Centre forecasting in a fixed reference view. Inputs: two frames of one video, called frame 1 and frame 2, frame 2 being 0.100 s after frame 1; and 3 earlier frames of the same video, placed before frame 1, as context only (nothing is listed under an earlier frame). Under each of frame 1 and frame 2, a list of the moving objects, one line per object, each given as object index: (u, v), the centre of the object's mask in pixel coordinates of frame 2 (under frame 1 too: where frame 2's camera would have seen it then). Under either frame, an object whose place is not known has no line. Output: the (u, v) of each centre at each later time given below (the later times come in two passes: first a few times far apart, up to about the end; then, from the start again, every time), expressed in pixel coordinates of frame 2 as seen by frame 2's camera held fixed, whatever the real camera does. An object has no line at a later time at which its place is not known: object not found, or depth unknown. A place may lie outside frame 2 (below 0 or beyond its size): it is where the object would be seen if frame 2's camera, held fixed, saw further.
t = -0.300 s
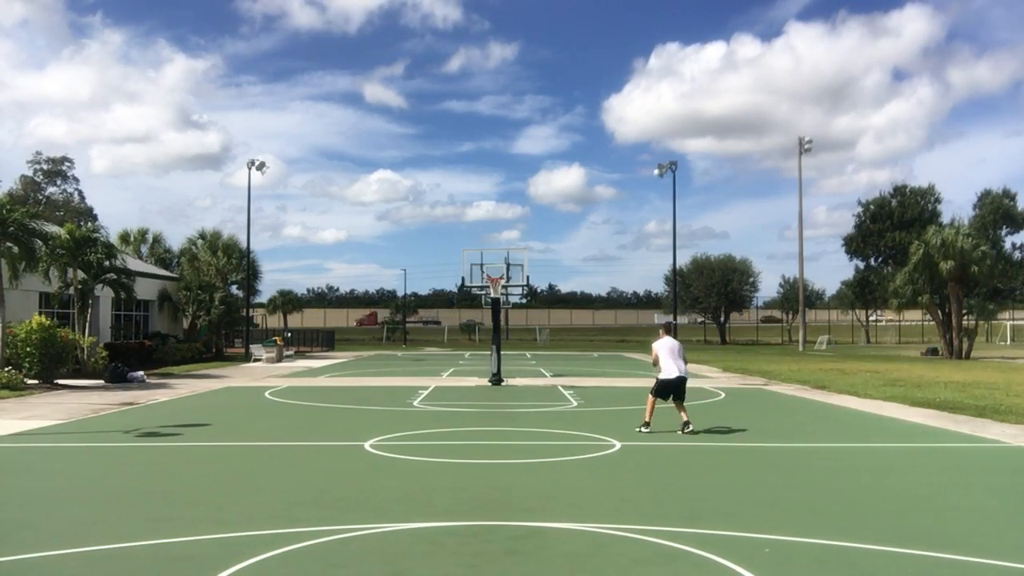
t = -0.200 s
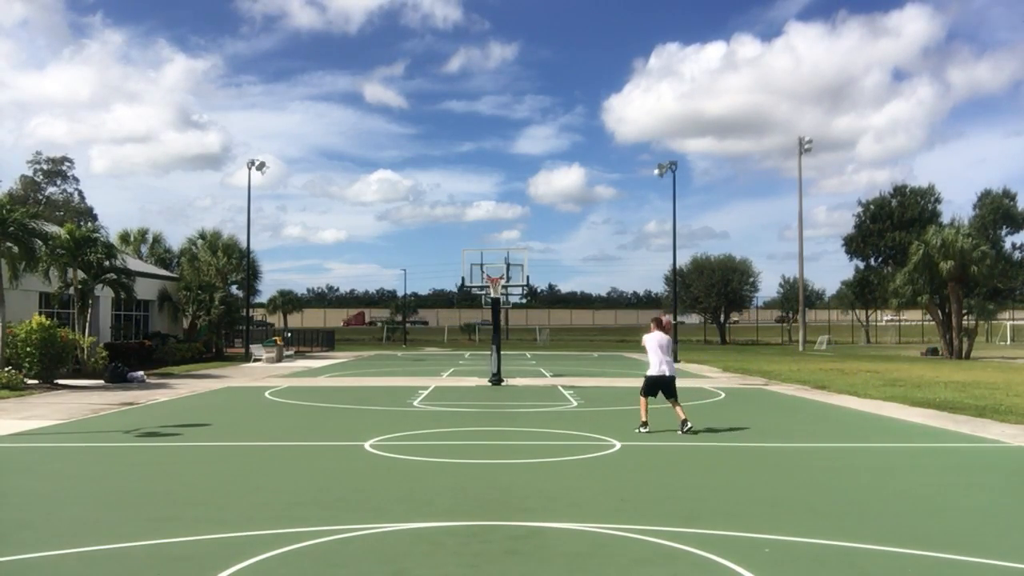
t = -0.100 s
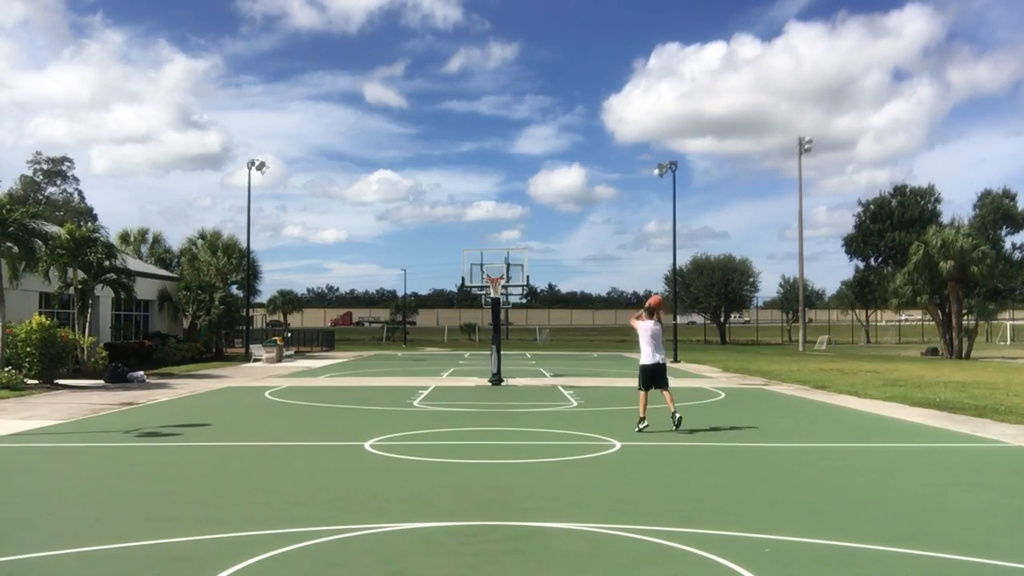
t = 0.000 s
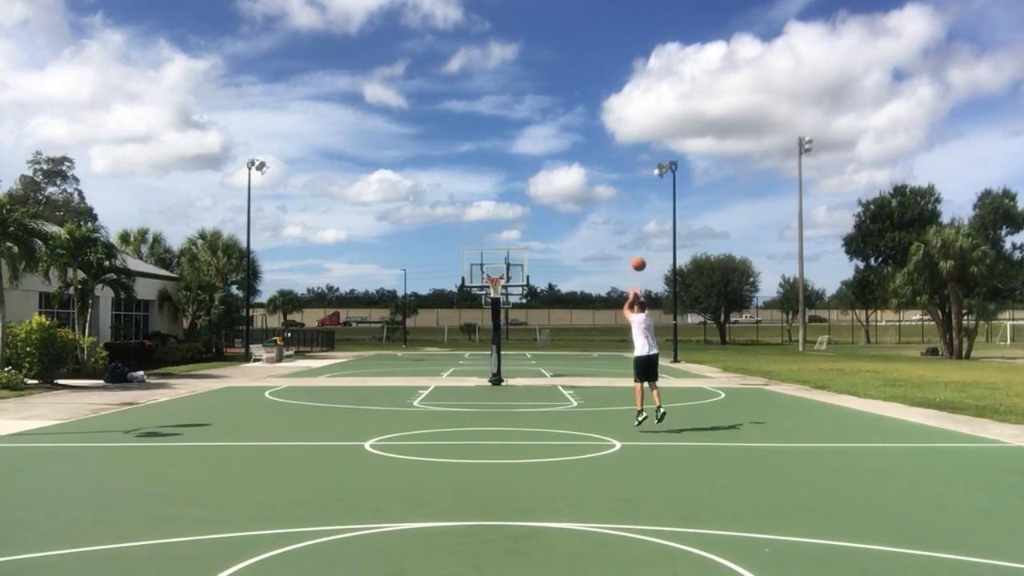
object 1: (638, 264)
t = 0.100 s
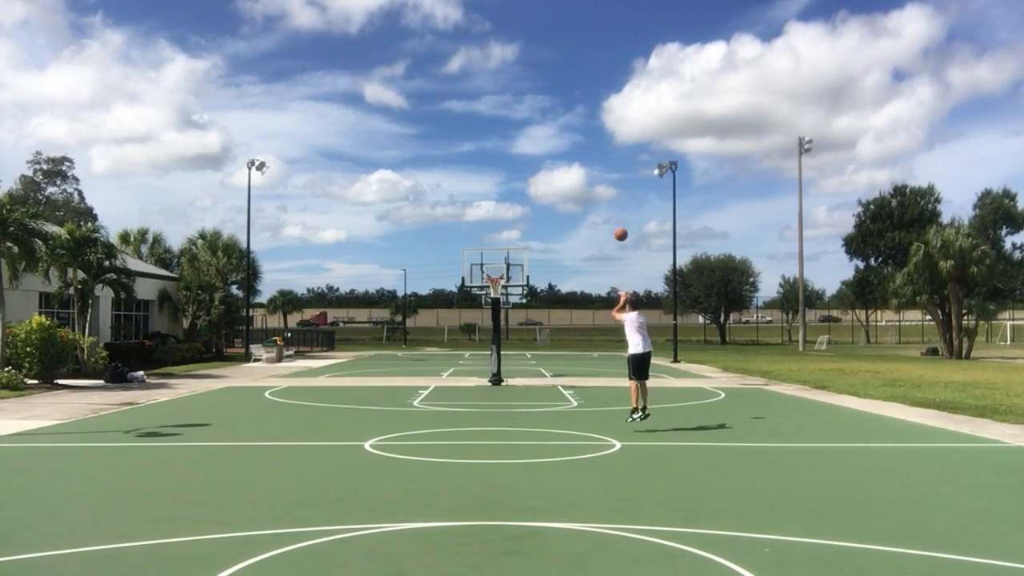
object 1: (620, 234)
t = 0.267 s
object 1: (595, 201)
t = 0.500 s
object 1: (565, 182)
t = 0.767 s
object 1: (537, 190)
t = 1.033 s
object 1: (515, 222)
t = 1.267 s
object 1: (498, 266)
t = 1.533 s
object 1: (496, 292)
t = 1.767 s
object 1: (499, 315)
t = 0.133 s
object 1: (615, 226)
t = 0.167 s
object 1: (609, 219)
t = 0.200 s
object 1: (605, 212)
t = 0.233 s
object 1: (600, 206)
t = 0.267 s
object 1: (595, 201)
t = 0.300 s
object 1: (590, 197)
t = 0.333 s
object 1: (586, 193)
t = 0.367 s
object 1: (581, 190)
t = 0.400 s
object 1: (577, 187)
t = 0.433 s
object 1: (573, 185)
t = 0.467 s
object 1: (569, 183)
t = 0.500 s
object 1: (565, 182)
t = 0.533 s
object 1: (561, 182)
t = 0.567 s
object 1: (558, 181)
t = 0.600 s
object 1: (554, 182)
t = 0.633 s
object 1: (551, 183)
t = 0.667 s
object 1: (547, 184)
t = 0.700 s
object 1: (544, 185)
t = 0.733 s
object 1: (541, 188)
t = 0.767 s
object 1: (537, 190)
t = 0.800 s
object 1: (535, 193)
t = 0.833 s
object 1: (531, 196)
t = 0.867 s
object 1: (529, 200)
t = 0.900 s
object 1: (526, 203)
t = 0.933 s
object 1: (523, 208)
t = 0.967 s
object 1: (520, 212)
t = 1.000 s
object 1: (518, 217)
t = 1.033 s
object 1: (515, 222)
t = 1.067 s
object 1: (513, 228)
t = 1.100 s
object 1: (510, 234)
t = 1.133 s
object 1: (508, 240)
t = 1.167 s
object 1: (505, 246)
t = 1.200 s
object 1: (503, 253)
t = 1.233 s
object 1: (501, 259)
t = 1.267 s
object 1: (498, 266)
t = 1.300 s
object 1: (496, 274)
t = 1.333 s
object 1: (494, 279)
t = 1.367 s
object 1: (495, 281)
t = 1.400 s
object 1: (495, 286)
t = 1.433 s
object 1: (495, 291)
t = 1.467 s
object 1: (496, 291)
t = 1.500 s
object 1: (496, 292)
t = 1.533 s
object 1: (496, 292)
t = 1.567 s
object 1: (498, 296)
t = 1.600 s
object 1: (498, 299)
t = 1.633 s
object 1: (498, 302)
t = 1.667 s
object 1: (499, 304)
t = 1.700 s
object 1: (499, 308)
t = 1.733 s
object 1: (498, 311)
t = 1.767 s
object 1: (499, 315)
